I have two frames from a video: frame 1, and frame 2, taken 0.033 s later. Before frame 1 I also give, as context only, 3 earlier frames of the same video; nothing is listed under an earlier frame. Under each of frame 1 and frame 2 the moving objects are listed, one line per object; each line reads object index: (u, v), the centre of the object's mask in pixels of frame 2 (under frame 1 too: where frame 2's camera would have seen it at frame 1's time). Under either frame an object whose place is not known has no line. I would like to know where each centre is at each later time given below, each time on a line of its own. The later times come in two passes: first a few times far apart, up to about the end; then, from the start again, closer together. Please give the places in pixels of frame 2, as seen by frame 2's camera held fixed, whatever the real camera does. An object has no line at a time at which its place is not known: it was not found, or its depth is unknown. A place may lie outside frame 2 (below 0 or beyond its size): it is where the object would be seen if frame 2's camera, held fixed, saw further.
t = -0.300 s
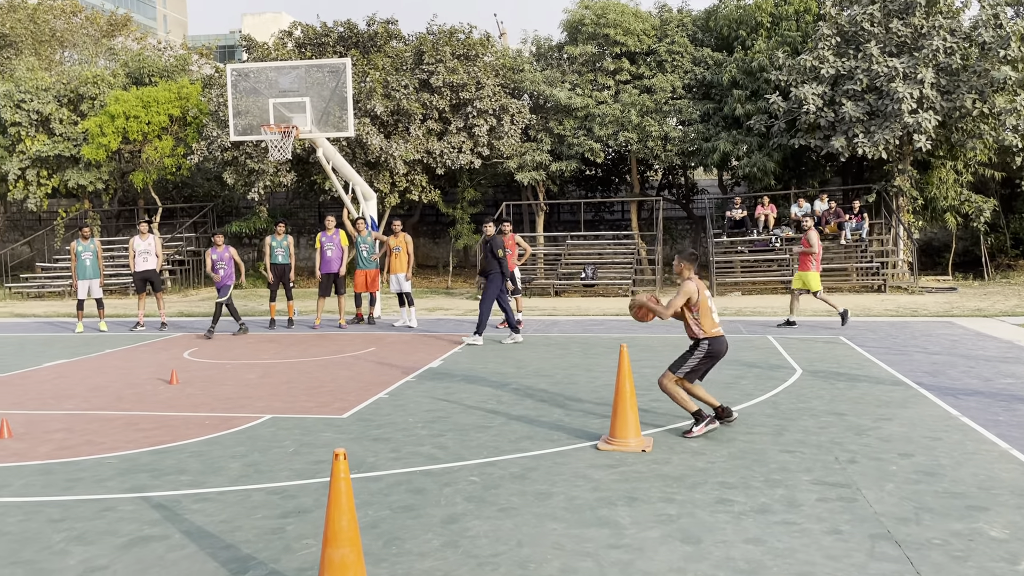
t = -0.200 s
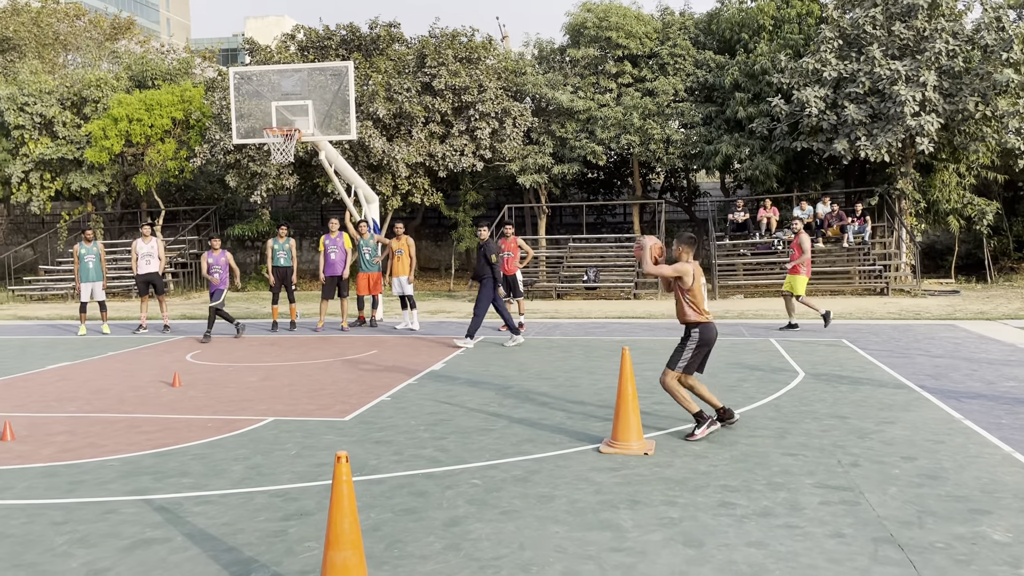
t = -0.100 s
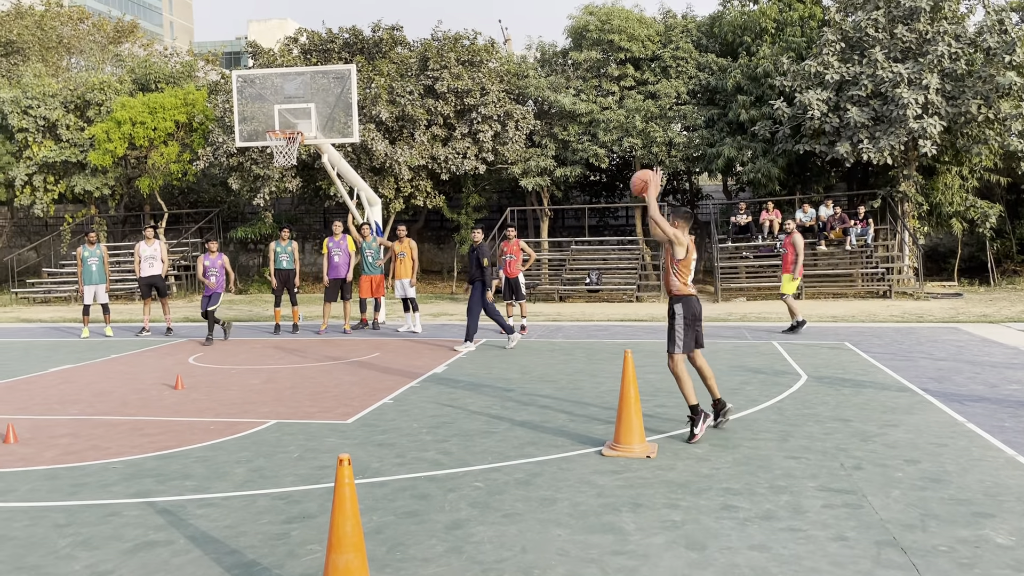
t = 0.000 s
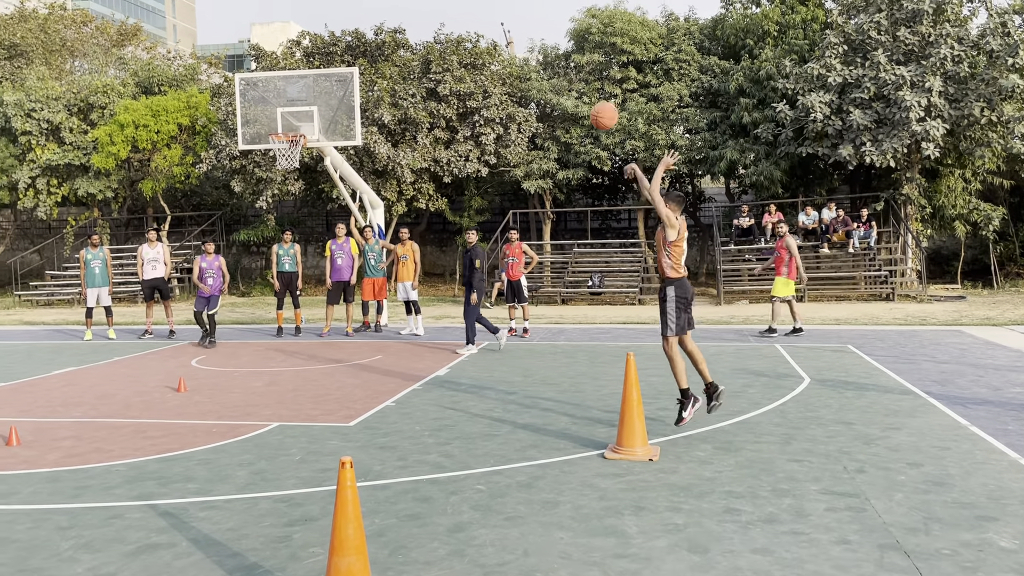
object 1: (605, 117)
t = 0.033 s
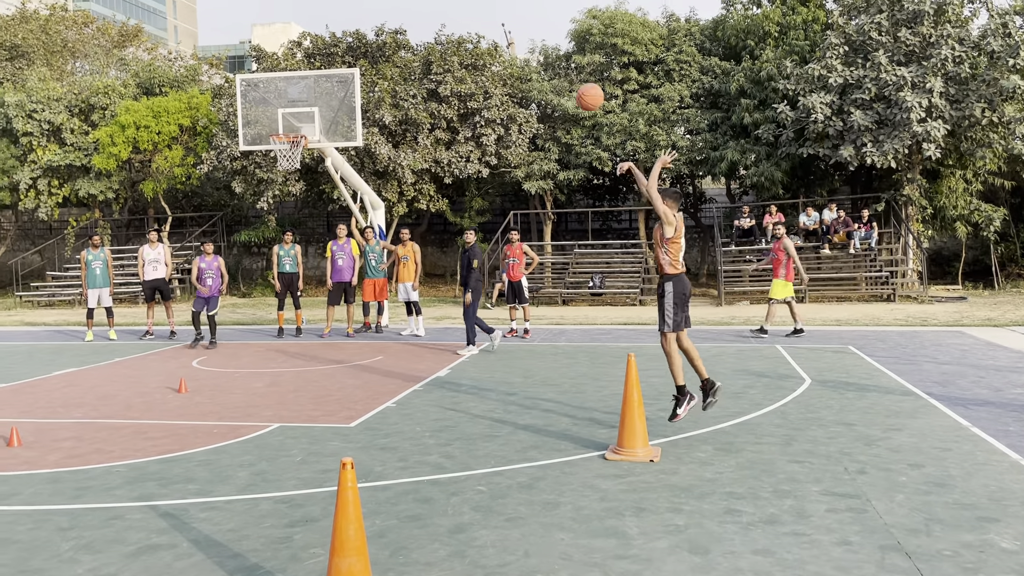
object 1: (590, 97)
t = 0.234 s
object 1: (510, 15)
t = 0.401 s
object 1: (455, -6)
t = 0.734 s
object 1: (369, 6)
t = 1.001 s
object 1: (317, 81)
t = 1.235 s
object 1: (303, 108)
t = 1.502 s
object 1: (322, 89)
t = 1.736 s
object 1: (343, 119)
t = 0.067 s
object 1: (575, 79)
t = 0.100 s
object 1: (562, 63)
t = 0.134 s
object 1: (548, 49)
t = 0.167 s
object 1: (535, 36)
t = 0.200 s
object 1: (522, 25)
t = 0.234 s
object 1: (510, 15)
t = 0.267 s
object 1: (498, 7)
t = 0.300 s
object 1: (487, 2)
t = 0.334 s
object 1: (476, -2)
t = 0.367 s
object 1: (465, -4)
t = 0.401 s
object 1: (455, -6)
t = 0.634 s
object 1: (392, -7)
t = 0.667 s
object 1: (384, -4)
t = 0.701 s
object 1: (376, 0)
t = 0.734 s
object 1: (369, 6)
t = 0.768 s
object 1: (362, 13)
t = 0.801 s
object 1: (354, 21)
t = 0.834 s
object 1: (348, 29)
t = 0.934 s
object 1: (329, 58)
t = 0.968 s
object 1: (323, 69)
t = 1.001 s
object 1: (317, 81)
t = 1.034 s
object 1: (311, 93)
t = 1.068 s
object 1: (305, 105)
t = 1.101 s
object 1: (301, 118)
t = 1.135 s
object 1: (297, 128)
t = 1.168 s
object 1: (299, 121)
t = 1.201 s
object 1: (300, 114)
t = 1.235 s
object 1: (303, 108)
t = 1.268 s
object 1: (305, 103)
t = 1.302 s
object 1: (307, 98)
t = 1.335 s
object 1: (309, 95)
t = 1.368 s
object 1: (312, 92)
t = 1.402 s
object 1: (315, 90)
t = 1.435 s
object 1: (317, 89)
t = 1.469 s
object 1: (319, 88)
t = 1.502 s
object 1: (322, 89)
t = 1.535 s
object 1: (325, 90)
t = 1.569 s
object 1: (328, 92)
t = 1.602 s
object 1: (331, 96)
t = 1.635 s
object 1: (334, 100)
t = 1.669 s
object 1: (337, 106)
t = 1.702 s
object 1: (340, 112)
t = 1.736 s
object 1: (343, 119)
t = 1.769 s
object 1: (347, 127)
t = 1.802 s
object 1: (350, 137)
